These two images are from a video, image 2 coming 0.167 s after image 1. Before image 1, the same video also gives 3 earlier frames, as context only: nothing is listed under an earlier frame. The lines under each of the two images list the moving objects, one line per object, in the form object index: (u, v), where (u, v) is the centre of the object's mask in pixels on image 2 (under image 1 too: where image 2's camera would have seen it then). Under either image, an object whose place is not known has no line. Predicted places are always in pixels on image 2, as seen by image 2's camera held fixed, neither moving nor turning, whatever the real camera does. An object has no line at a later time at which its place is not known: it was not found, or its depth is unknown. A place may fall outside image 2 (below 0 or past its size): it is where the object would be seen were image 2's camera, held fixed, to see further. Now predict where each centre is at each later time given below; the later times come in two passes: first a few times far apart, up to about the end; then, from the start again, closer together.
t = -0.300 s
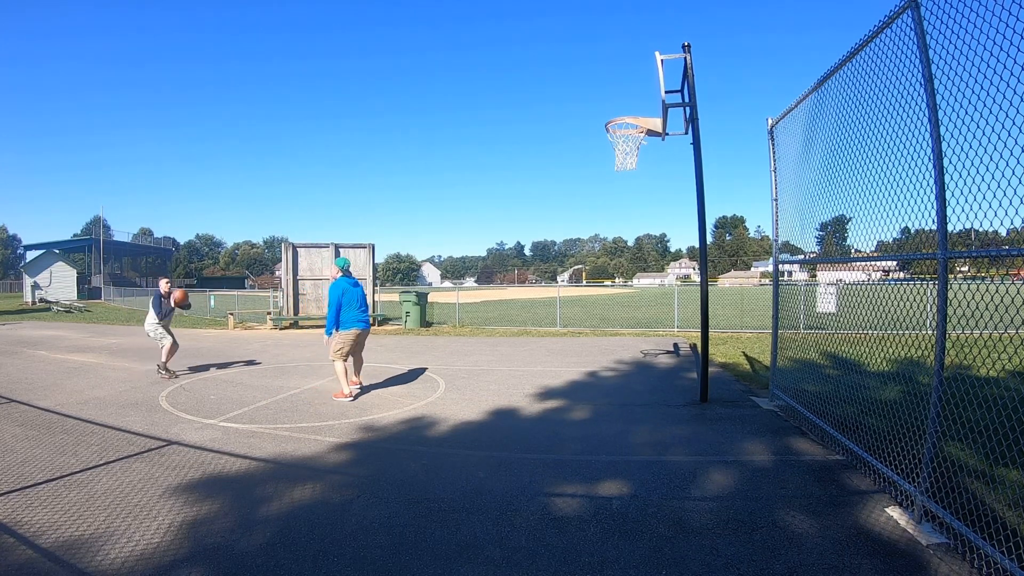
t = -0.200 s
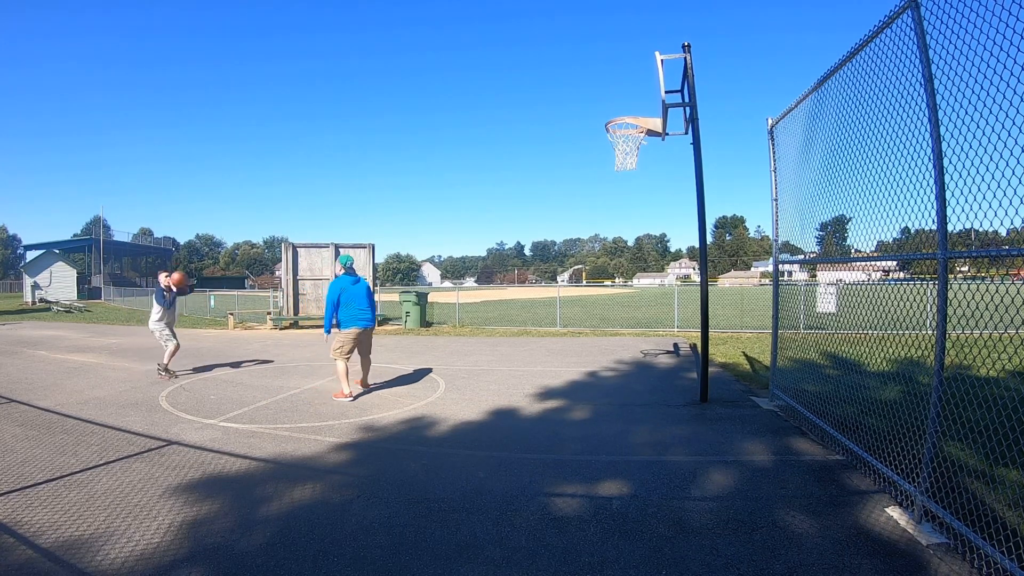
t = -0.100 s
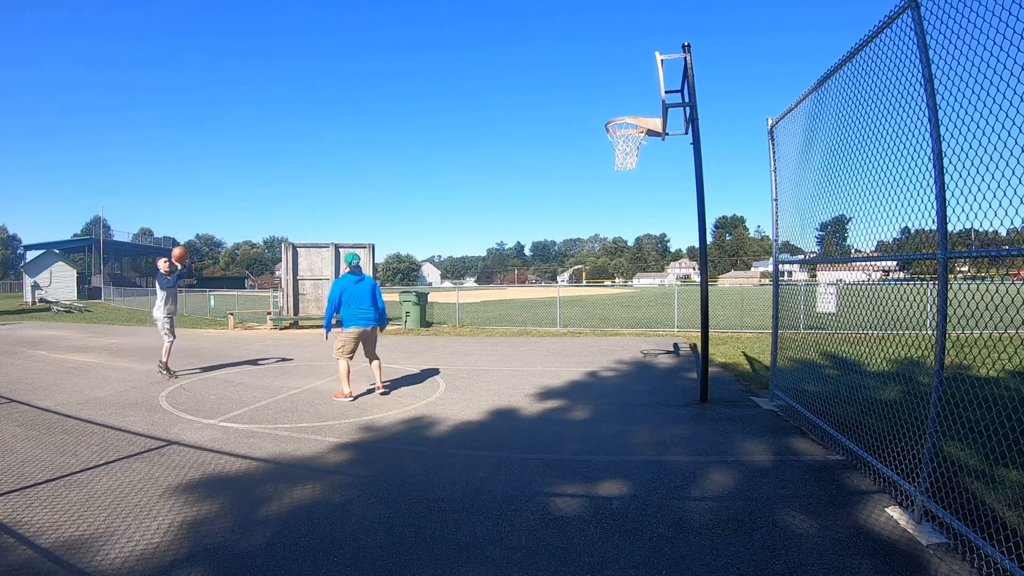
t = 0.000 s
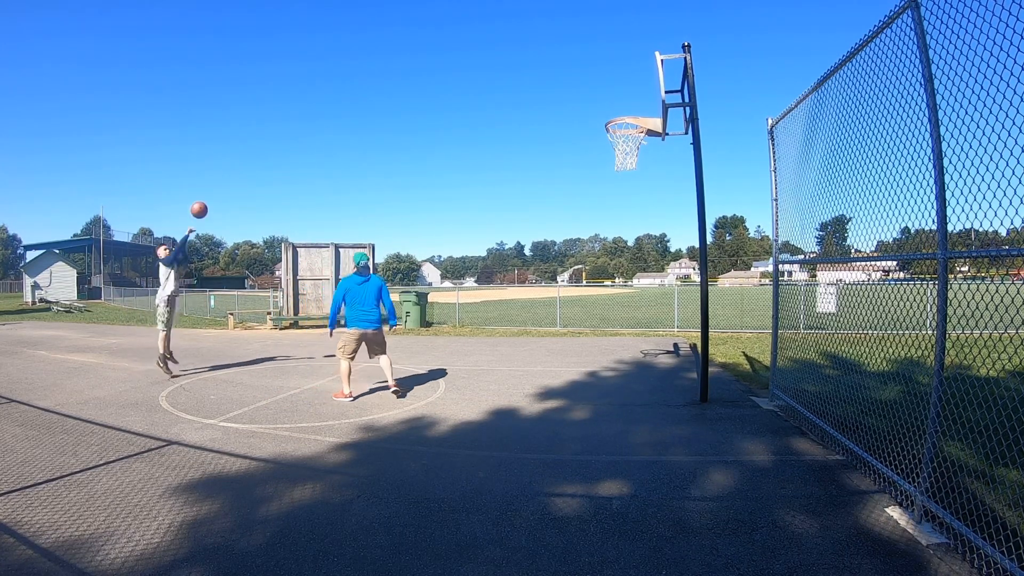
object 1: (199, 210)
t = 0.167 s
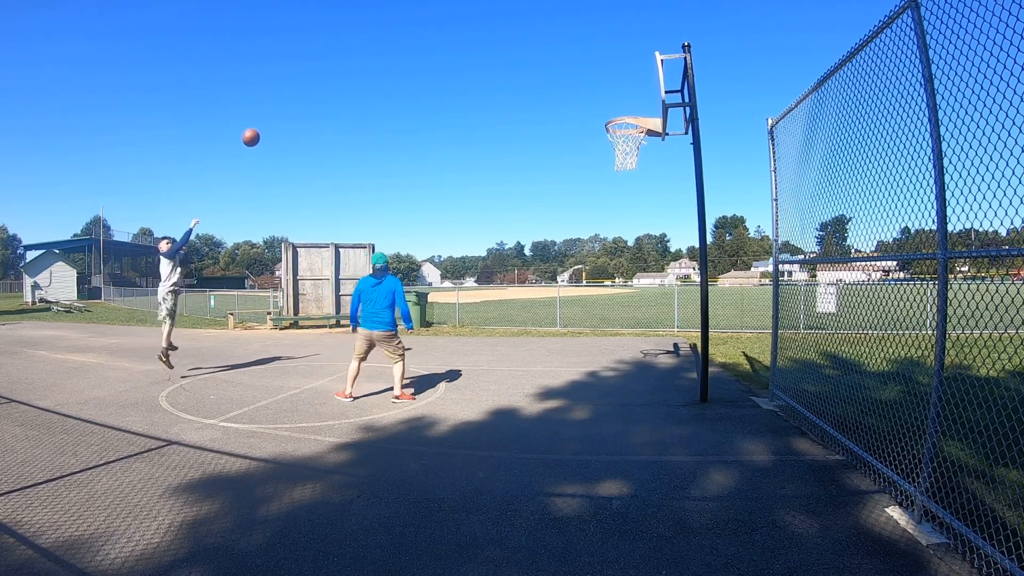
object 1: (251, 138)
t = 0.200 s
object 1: (262, 125)
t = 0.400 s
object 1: (333, 67)
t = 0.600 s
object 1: (409, 39)
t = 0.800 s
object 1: (490, 41)
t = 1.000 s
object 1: (577, 79)
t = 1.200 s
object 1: (631, 153)
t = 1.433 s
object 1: (605, 249)
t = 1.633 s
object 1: (585, 362)
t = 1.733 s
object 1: (570, 354)
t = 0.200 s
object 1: (262, 125)
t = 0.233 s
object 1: (273, 114)
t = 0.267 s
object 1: (285, 103)
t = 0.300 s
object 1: (297, 92)
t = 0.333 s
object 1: (309, 83)
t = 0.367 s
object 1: (321, 75)
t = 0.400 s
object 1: (333, 67)
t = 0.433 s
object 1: (345, 60)
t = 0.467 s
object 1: (358, 54)
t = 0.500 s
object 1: (371, 49)
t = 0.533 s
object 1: (383, 45)
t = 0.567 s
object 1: (396, 41)
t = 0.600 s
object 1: (409, 39)
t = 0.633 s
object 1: (422, 37)
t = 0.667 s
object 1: (435, 36)
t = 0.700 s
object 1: (449, 36)
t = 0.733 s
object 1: (462, 37)
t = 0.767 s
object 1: (476, 38)
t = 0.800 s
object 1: (490, 41)
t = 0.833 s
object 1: (504, 45)
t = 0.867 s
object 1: (518, 50)
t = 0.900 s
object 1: (533, 55)
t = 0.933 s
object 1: (547, 62)
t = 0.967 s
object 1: (562, 70)
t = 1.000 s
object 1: (577, 79)
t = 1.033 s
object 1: (591, 89)
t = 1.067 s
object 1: (607, 100)
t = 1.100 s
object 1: (621, 110)
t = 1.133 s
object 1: (630, 128)
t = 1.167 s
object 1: (636, 140)
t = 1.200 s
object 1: (631, 153)
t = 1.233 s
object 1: (627, 165)
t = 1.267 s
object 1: (623, 176)
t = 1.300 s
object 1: (620, 189)
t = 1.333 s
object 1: (616, 202)
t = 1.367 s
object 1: (612, 217)
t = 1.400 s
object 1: (609, 233)
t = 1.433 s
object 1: (605, 249)
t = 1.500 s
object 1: (598, 284)
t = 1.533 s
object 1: (595, 303)
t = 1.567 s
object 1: (591, 322)
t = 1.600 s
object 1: (588, 342)
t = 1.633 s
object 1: (585, 362)
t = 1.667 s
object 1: (581, 383)
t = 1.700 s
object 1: (576, 369)
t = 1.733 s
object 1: (570, 354)
